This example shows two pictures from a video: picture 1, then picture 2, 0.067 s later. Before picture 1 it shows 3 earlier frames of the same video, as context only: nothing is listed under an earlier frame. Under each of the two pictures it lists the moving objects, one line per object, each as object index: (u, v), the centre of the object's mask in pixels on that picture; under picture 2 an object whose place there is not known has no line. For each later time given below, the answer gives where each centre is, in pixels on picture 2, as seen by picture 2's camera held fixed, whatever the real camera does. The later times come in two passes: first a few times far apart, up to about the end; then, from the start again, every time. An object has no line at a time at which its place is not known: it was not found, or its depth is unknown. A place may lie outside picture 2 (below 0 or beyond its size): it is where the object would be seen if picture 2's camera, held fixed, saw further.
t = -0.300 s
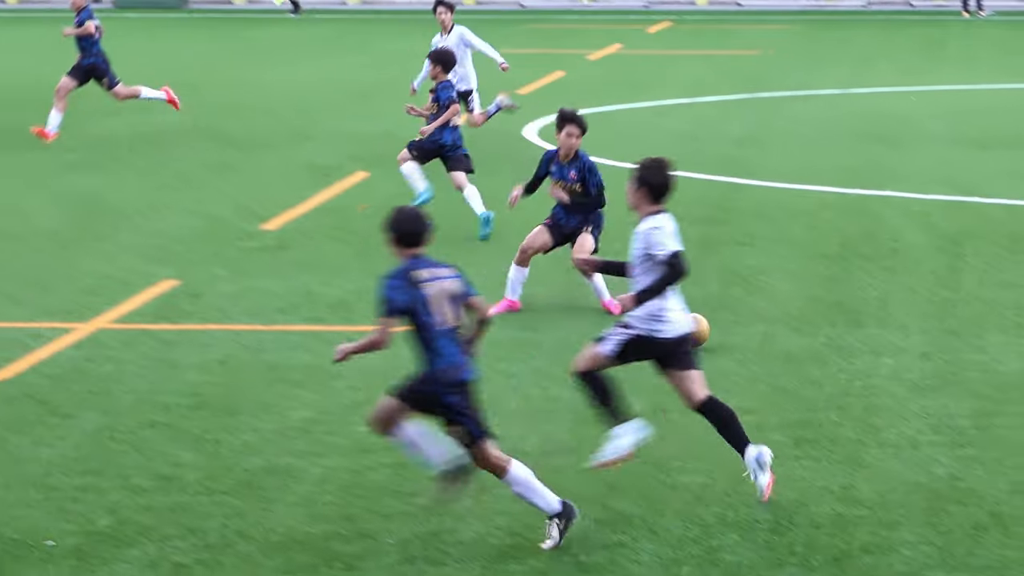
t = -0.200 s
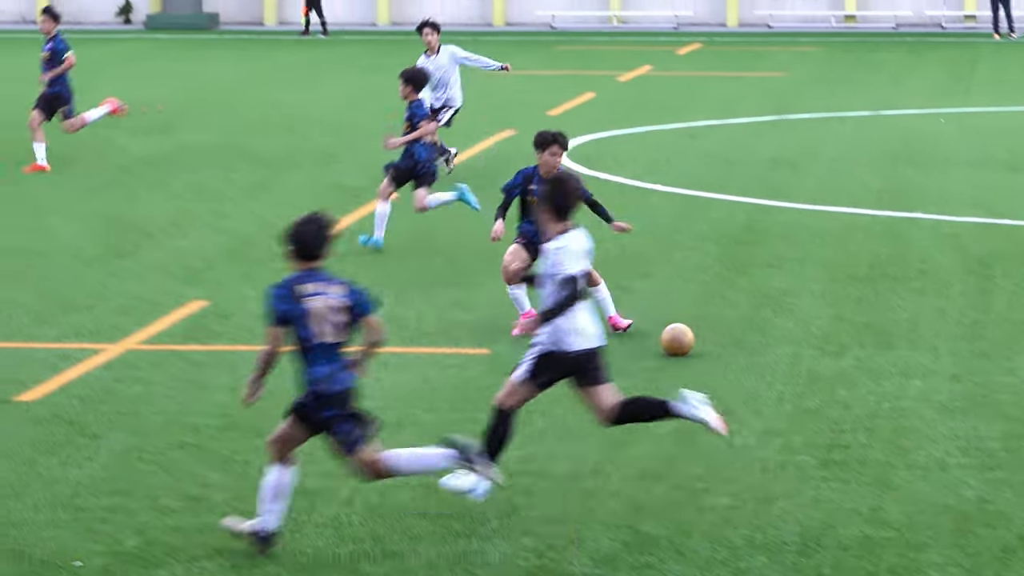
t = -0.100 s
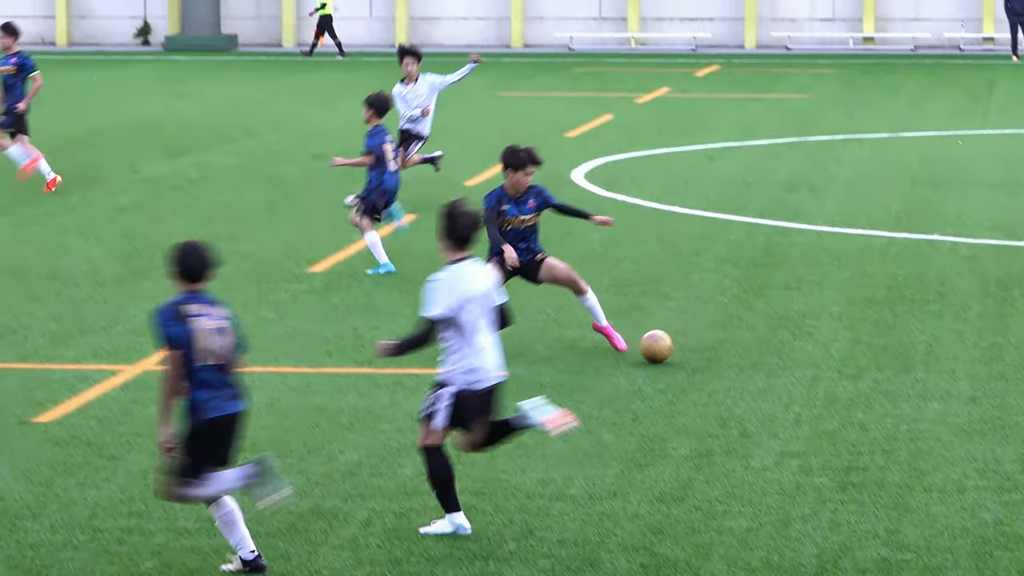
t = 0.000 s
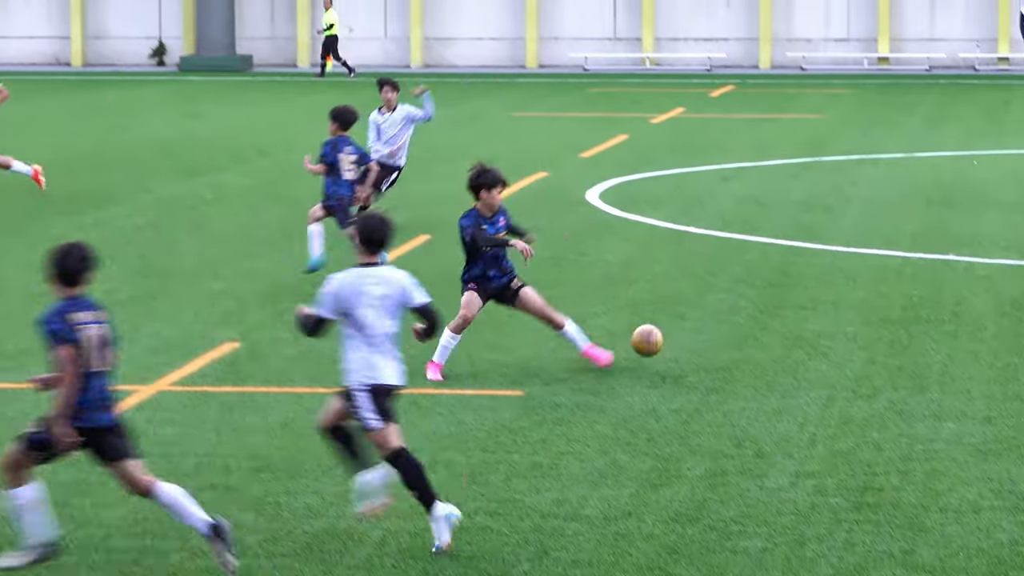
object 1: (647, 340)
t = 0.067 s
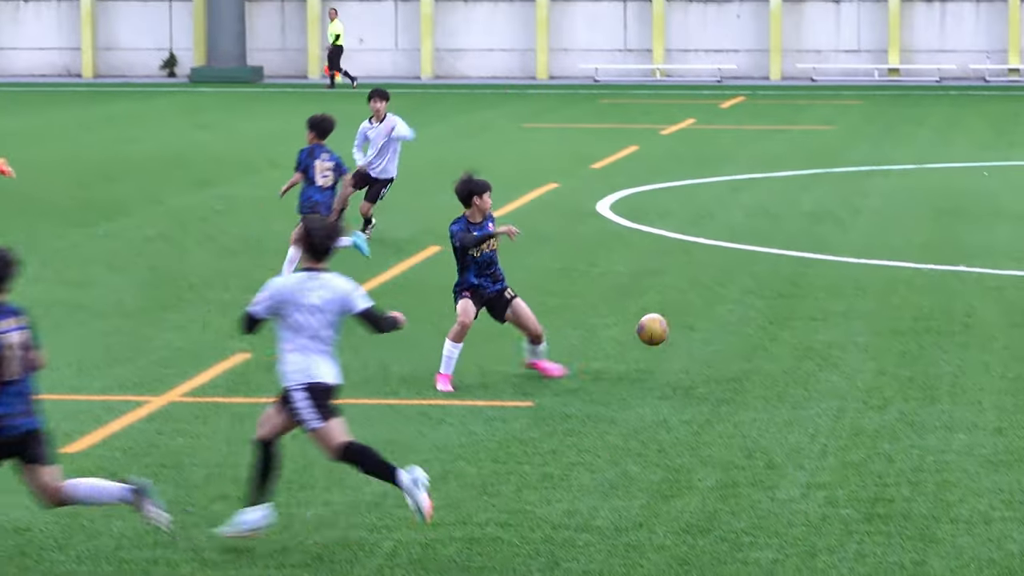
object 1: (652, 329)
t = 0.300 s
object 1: (633, 300)
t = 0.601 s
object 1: (611, 344)
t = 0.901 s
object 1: (591, 326)
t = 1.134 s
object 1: (575, 320)
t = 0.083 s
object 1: (651, 325)
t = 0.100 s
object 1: (650, 320)
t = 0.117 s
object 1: (648, 317)
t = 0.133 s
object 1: (647, 313)
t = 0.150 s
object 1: (646, 310)
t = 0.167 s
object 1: (644, 308)
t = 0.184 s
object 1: (643, 305)
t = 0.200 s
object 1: (642, 304)
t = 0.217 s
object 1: (640, 302)
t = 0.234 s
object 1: (639, 301)
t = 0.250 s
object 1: (638, 300)
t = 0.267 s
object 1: (636, 300)
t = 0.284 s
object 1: (635, 300)
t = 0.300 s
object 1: (633, 300)
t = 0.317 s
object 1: (632, 302)
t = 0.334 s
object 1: (631, 303)
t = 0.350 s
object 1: (629, 304)
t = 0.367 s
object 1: (628, 306)
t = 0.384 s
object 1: (627, 308)
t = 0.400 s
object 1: (626, 311)
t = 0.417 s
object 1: (624, 314)
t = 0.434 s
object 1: (623, 318)
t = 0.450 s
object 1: (622, 321)
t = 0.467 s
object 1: (620, 326)
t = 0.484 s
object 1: (619, 331)
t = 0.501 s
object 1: (618, 335)
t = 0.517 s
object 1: (617, 341)
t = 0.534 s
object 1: (615, 346)
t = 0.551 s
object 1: (614, 353)
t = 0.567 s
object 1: (613, 353)
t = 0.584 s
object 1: (612, 348)
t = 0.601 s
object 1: (611, 344)
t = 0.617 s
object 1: (610, 340)
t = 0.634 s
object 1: (608, 336)
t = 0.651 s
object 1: (607, 333)
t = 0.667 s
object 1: (606, 330)
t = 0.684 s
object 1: (605, 327)
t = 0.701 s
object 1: (604, 325)
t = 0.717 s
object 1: (603, 323)
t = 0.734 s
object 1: (602, 322)
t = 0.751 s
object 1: (601, 320)
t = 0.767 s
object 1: (600, 319)
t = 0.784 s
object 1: (598, 319)
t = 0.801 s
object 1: (597, 319)
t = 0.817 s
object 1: (596, 319)
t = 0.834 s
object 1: (595, 320)
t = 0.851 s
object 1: (594, 321)
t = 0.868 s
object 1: (593, 322)
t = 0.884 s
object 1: (592, 324)
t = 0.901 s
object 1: (591, 326)
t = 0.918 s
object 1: (590, 328)
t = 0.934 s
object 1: (589, 331)
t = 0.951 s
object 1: (588, 334)
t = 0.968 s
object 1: (587, 336)
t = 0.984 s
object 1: (586, 334)
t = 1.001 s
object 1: (584, 331)
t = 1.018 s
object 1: (583, 329)
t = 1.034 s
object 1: (582, 327)
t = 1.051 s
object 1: (580, 324)
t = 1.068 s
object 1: (579, 323)
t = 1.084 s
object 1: (578, 322)
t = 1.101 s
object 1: (577, 321)
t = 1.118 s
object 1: (576, 320)
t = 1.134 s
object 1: (575, 320)
